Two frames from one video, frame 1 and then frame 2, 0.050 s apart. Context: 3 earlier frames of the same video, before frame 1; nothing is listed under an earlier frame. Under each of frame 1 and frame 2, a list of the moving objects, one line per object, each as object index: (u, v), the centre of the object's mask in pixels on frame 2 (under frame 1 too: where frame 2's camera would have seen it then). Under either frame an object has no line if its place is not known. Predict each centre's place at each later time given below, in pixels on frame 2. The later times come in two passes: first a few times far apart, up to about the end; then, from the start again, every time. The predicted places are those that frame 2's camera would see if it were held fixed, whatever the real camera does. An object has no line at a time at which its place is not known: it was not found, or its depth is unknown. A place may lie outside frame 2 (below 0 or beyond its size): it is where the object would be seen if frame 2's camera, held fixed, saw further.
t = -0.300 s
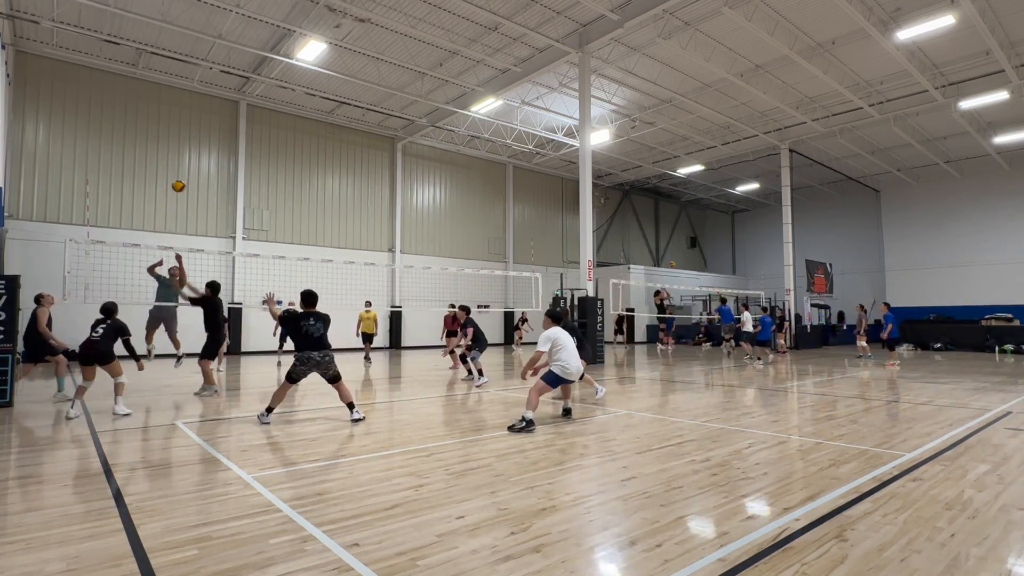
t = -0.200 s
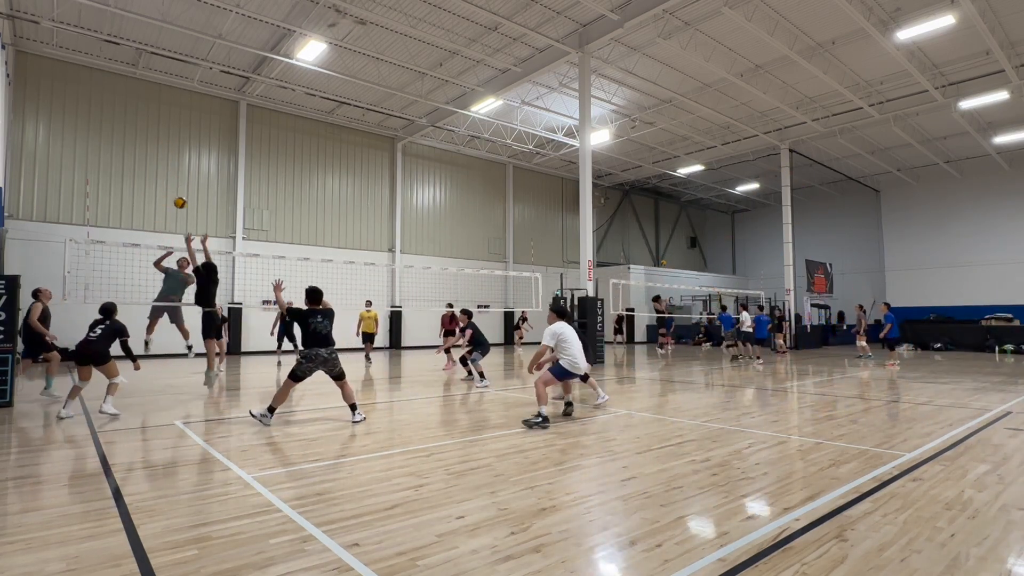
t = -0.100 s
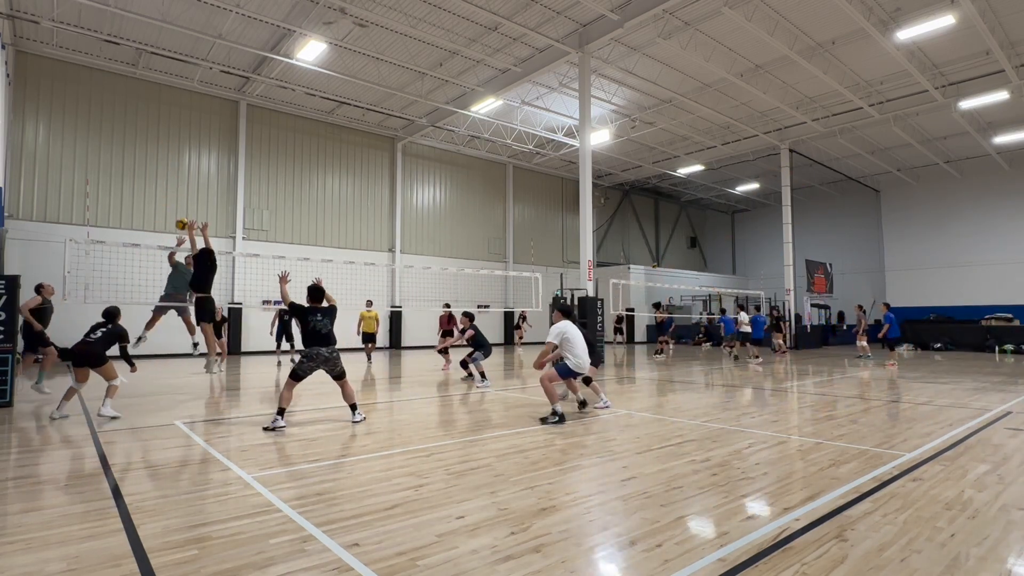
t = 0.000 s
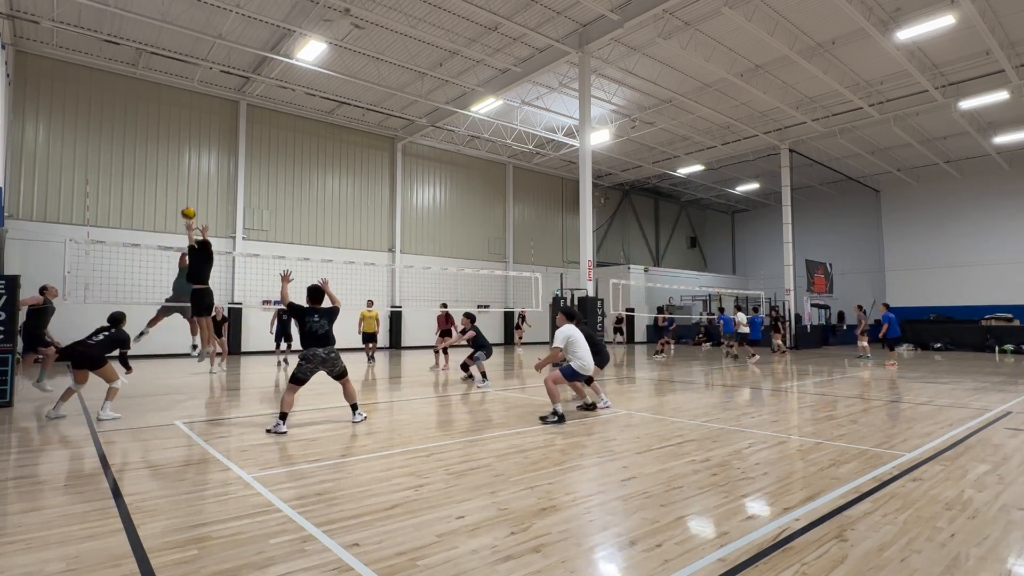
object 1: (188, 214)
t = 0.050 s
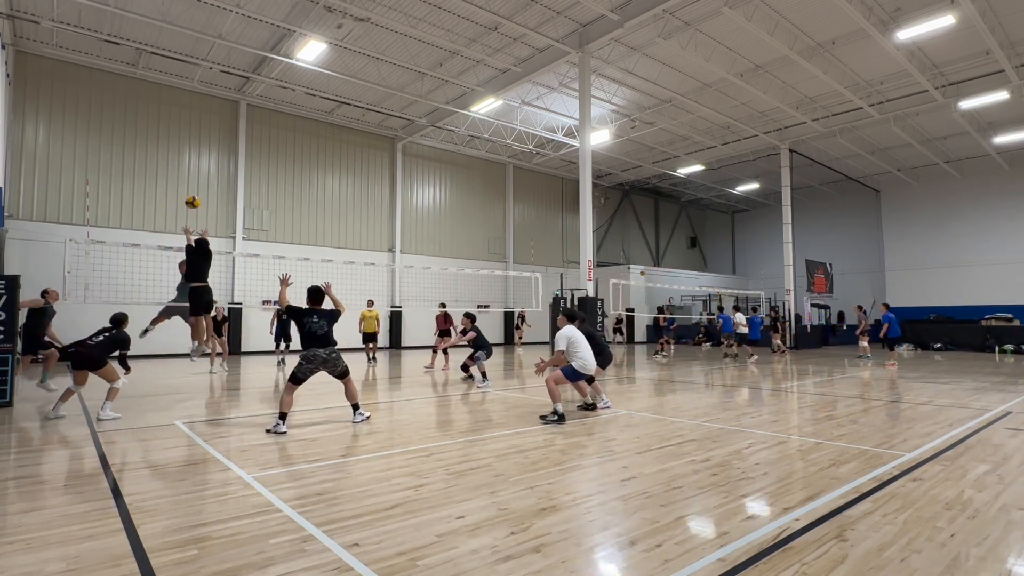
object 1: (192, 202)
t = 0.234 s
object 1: (208, 170)
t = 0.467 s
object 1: (230, 152)
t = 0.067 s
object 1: (194, 199)
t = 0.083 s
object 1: (195, 195)
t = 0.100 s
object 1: (196, 192)
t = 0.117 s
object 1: (197, 189)
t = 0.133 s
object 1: (199, 186)
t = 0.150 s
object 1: (201, 183)
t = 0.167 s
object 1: (202, 180)
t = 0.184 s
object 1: (203, 177)
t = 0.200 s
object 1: (205, 174)
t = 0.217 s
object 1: (206, 172)
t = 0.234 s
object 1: (208, 170)
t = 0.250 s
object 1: (209, 167)
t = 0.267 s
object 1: (211, 165)
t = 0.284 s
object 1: (212, 163)
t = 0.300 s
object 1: (213, 161)
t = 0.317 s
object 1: (215, 160)
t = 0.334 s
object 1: (217, 158)
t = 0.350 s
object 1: (218, 157)
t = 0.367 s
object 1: (220, 156)
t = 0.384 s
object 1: (222, 154)
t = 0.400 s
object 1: (223, 154)
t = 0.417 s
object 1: (225, 153)
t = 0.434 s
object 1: (227, 153)
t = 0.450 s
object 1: (229, 152)
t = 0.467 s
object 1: (230, 152)
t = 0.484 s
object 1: (233, 152)
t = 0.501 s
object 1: (234, 153)
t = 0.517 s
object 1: (237, 153)
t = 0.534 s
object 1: (239, 154)
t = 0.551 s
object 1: (241, 155)
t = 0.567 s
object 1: (243, 156)
